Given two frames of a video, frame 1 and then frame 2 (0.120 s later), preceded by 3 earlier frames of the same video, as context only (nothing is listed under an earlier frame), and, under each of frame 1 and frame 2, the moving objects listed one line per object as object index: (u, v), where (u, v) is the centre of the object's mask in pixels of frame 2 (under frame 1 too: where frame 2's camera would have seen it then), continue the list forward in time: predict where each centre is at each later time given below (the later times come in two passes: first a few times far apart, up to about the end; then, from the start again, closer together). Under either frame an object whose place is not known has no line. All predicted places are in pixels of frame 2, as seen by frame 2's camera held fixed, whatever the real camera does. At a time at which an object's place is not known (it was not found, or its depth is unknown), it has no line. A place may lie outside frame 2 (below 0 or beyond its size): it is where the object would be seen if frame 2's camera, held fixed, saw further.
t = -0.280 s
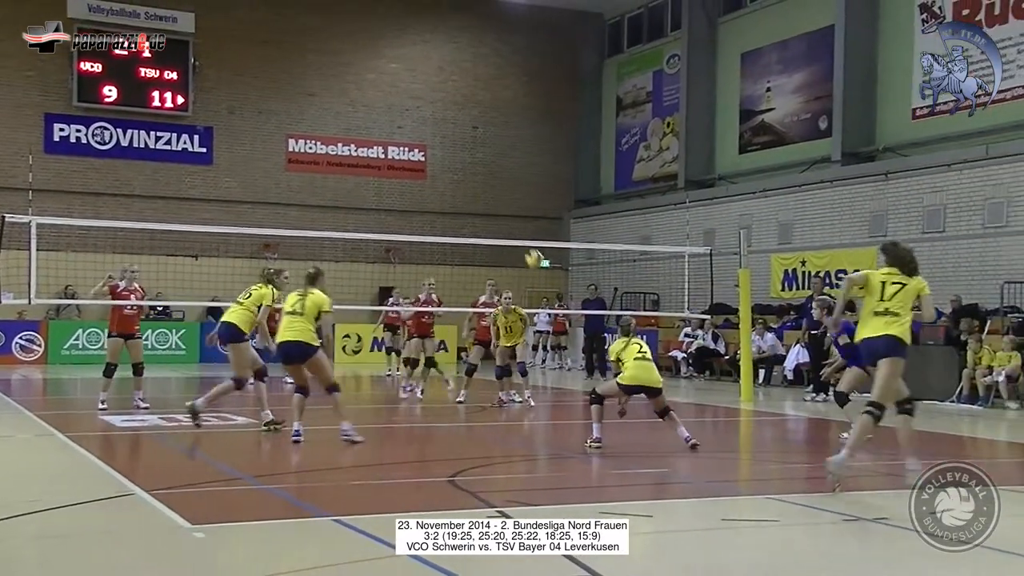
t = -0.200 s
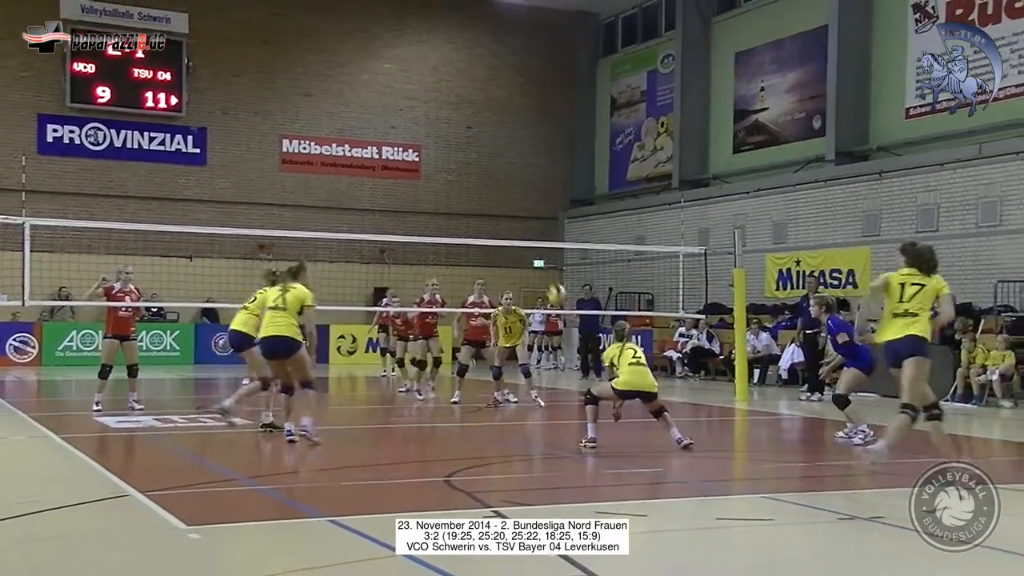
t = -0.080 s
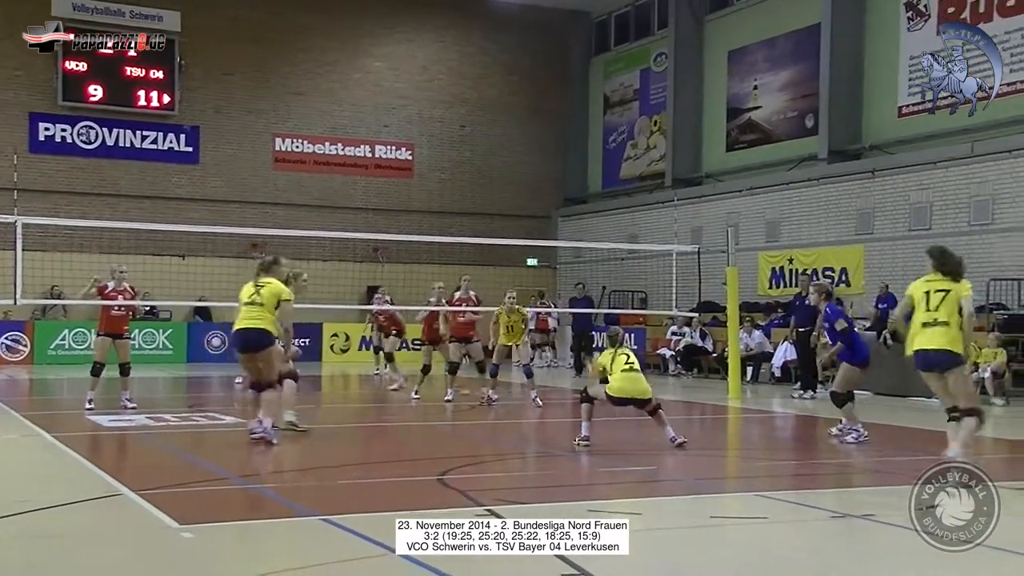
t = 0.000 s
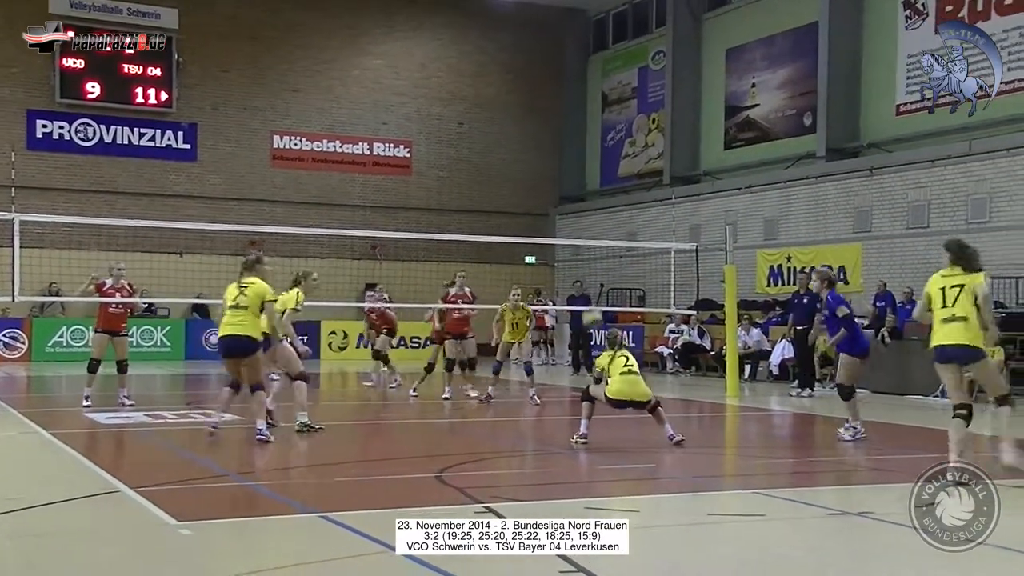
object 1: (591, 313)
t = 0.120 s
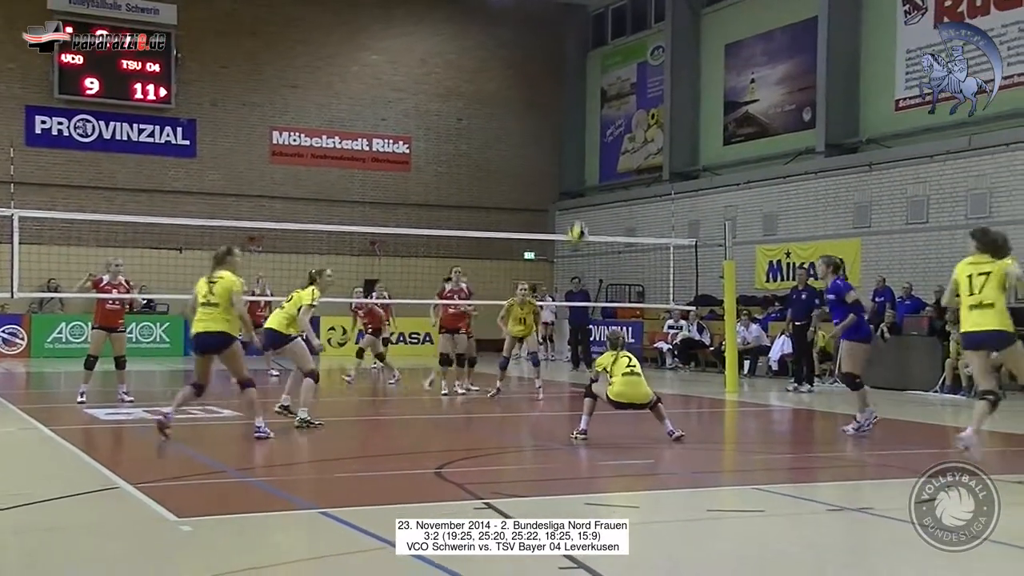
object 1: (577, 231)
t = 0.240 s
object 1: (565, 169)
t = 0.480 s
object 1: (546, 94)
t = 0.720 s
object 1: (529, 70)
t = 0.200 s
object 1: (569, 186)
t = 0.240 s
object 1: (565, 169)
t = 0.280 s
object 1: (561, 153)
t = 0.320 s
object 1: (558, 138)
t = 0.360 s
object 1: (554, 123)
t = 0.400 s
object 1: (552, 111)
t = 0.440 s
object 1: (549, 102)
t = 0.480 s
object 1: (546, 94)
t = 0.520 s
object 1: (542, 87)
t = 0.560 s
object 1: (540, 80)
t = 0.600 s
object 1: (538, 75)
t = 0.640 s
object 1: (535, 72)
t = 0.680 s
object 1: (532, 70)
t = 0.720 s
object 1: (529, 70)
